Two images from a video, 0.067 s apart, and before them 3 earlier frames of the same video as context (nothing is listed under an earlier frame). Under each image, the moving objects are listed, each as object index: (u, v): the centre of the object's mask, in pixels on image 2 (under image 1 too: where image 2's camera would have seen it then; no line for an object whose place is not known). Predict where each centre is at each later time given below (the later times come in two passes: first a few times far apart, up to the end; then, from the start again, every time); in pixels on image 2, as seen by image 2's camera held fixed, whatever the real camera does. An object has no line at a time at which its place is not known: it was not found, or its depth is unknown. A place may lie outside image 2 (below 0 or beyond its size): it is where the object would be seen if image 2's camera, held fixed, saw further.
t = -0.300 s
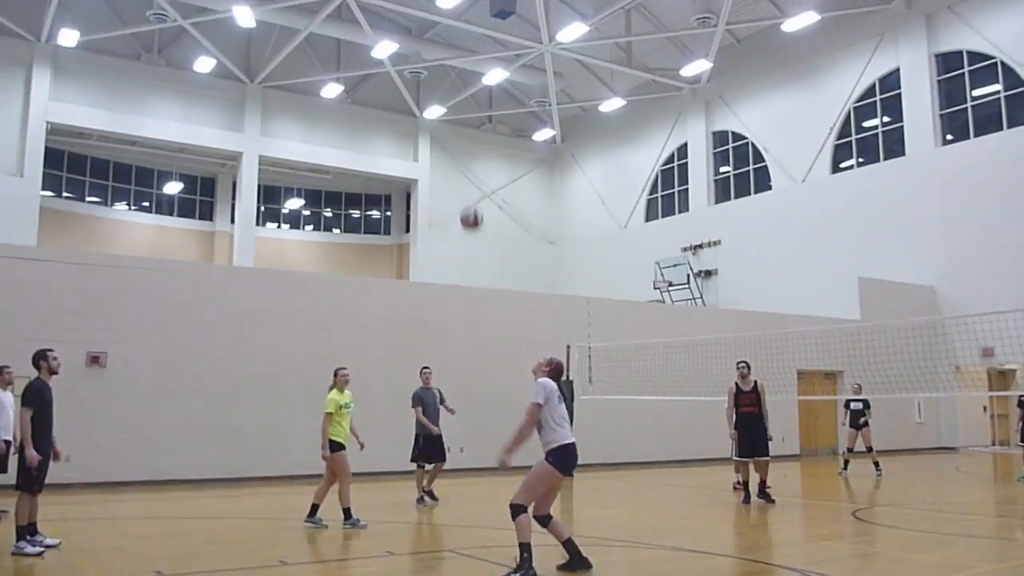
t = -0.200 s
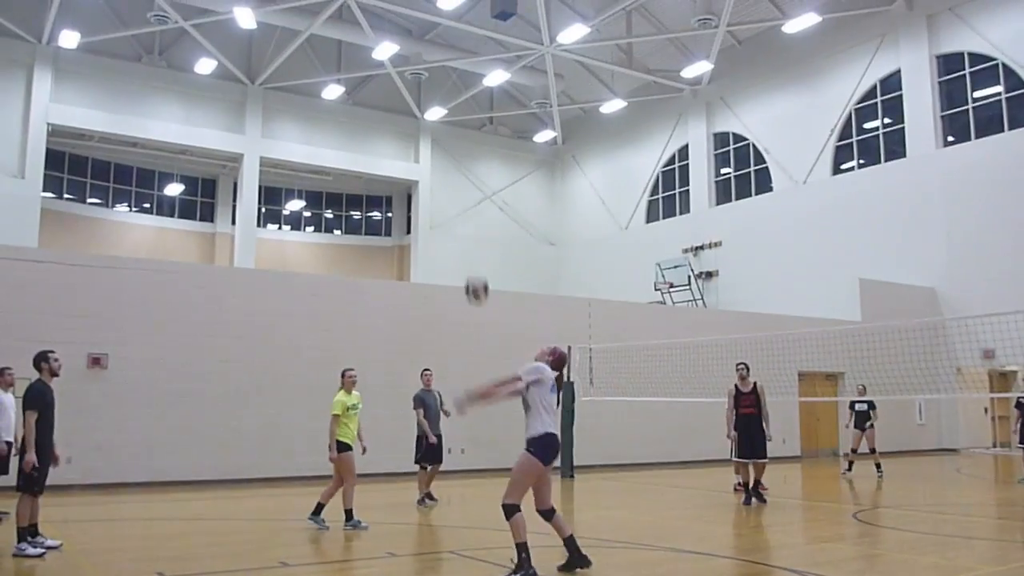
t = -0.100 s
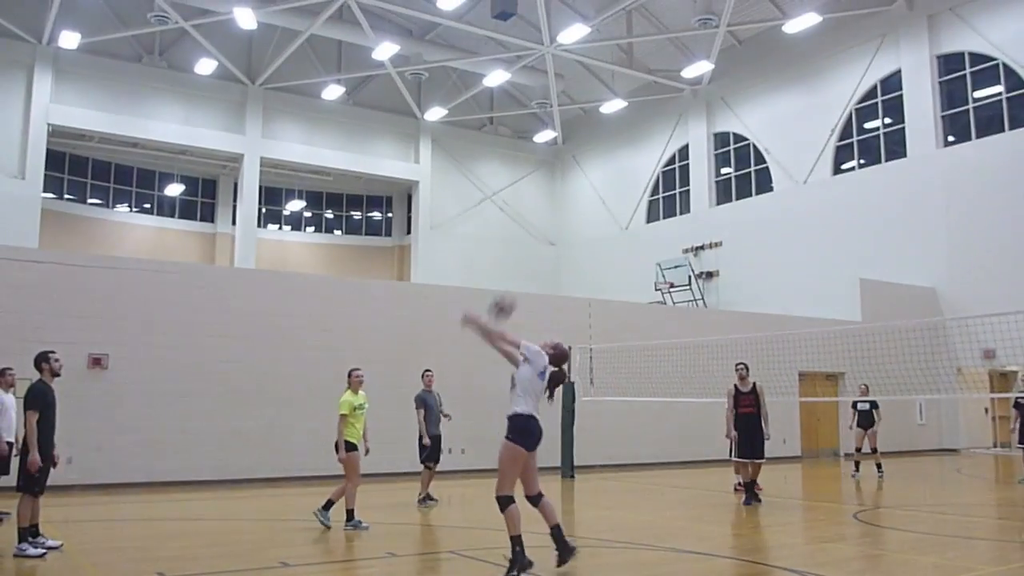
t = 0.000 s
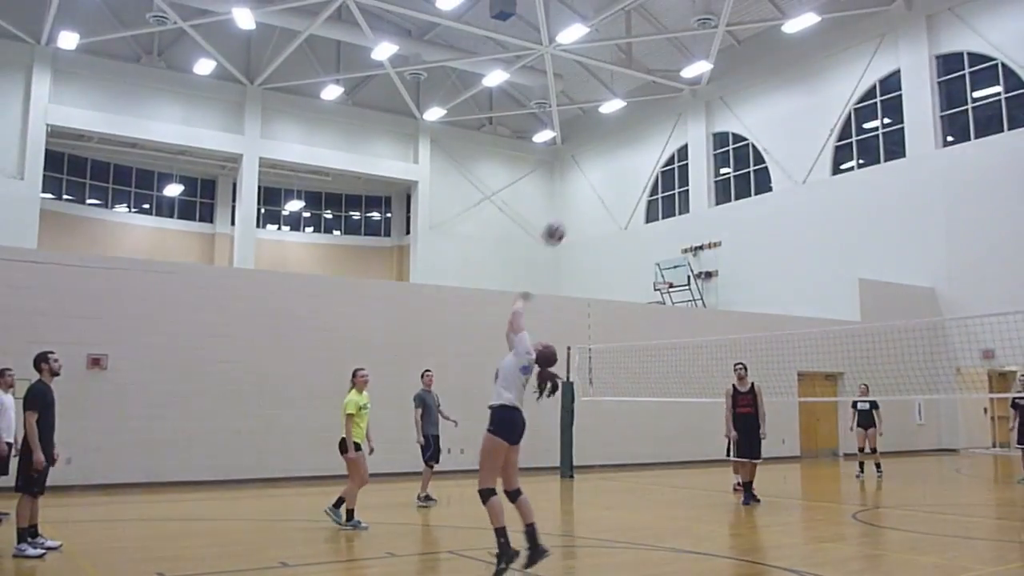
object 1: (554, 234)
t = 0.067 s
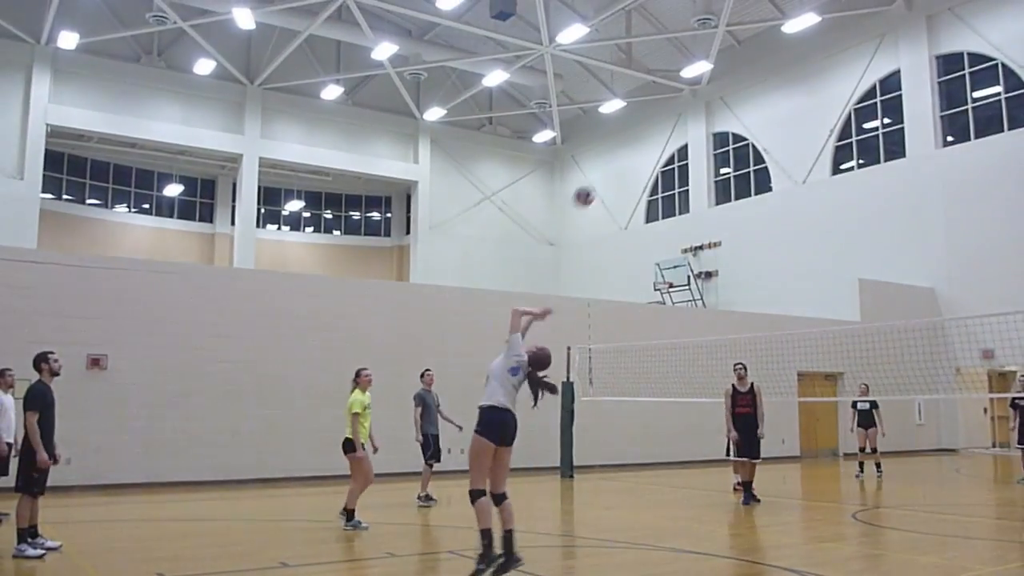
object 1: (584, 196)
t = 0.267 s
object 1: (655, 132)
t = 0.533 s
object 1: (725, 117)
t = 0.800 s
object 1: (777, 153)
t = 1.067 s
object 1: (818, 224)
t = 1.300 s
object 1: (848, 308)
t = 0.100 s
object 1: (597, 182)
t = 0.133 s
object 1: (610, 168)
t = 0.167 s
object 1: (622, 157)
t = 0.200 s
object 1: (633, 147)
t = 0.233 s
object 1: (644, 138)
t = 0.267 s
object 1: (655, 132)
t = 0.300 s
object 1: (665, 128)
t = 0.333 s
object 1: (675, 122)
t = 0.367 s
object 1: (684, 119)
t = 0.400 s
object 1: (693, 116)
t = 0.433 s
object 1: (702, 115)
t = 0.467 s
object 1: (710, 115)
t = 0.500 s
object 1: (718, 115)
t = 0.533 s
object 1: (725, 117)
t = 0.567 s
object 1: (733, 119)
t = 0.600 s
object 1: (740, 122)
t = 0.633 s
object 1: (746, 126)
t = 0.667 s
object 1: (753, 130)
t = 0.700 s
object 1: (759, 134)
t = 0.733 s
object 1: (765, 140)
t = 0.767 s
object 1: (771, 146)
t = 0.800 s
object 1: (777, 153)
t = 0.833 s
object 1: (783, 160)
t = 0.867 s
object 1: (788, 168)
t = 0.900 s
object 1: (793, 176)
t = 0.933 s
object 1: (799, 185)
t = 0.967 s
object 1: (804, 194)
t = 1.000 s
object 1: (809, 204)
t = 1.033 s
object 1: (813, 213)
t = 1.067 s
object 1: (818, 224)
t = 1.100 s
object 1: (823, 235)
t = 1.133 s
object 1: (827, 246)
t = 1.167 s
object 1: (832, 258)
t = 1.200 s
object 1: (836, 270)
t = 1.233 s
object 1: (840, 282)
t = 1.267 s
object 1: (844, 295)
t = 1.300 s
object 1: (848, 308)
